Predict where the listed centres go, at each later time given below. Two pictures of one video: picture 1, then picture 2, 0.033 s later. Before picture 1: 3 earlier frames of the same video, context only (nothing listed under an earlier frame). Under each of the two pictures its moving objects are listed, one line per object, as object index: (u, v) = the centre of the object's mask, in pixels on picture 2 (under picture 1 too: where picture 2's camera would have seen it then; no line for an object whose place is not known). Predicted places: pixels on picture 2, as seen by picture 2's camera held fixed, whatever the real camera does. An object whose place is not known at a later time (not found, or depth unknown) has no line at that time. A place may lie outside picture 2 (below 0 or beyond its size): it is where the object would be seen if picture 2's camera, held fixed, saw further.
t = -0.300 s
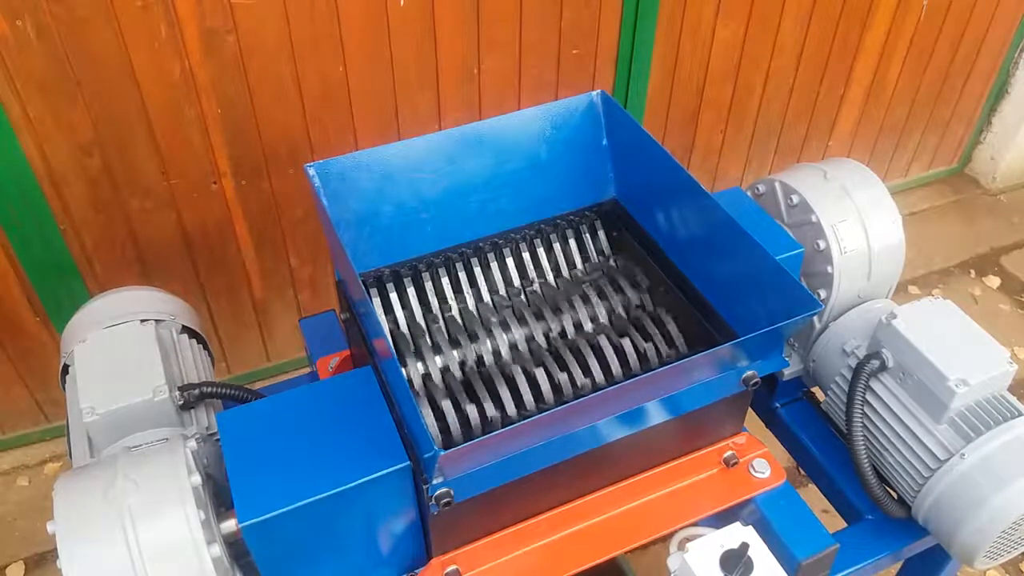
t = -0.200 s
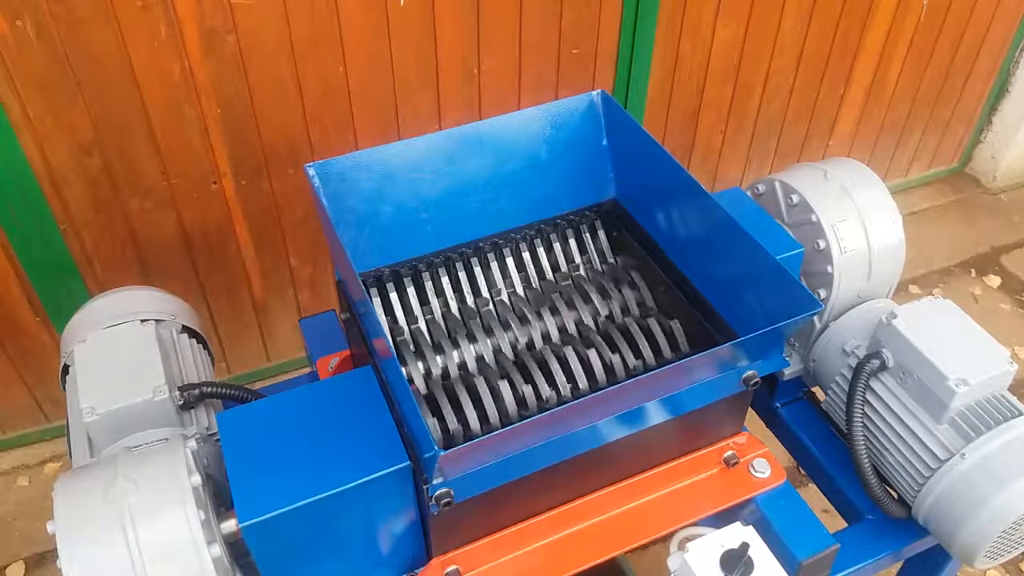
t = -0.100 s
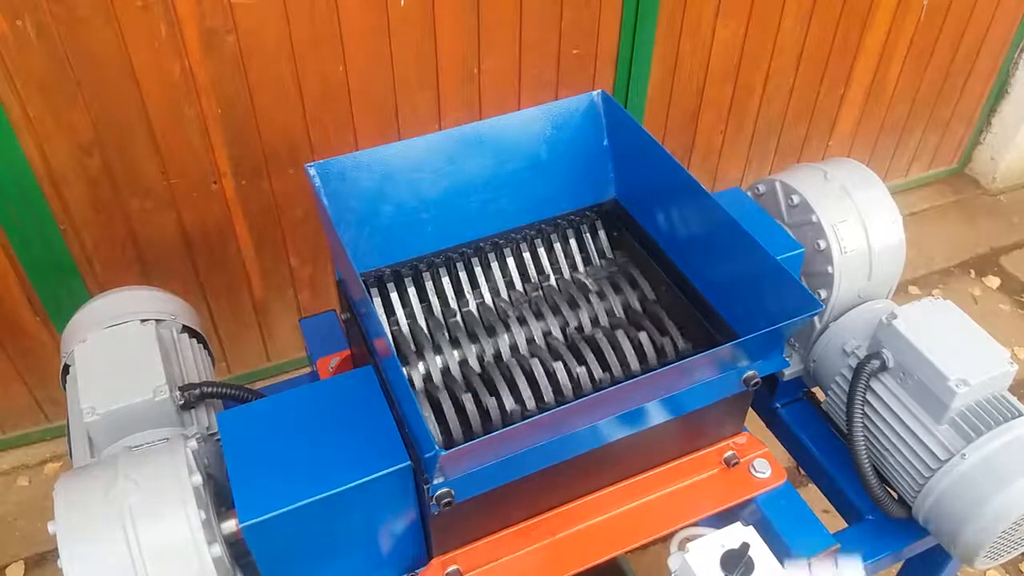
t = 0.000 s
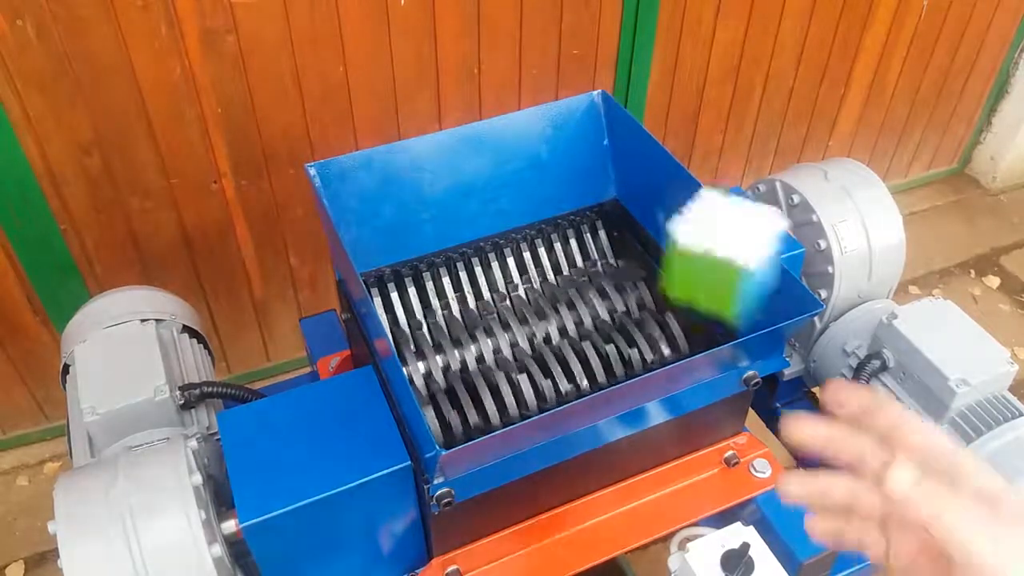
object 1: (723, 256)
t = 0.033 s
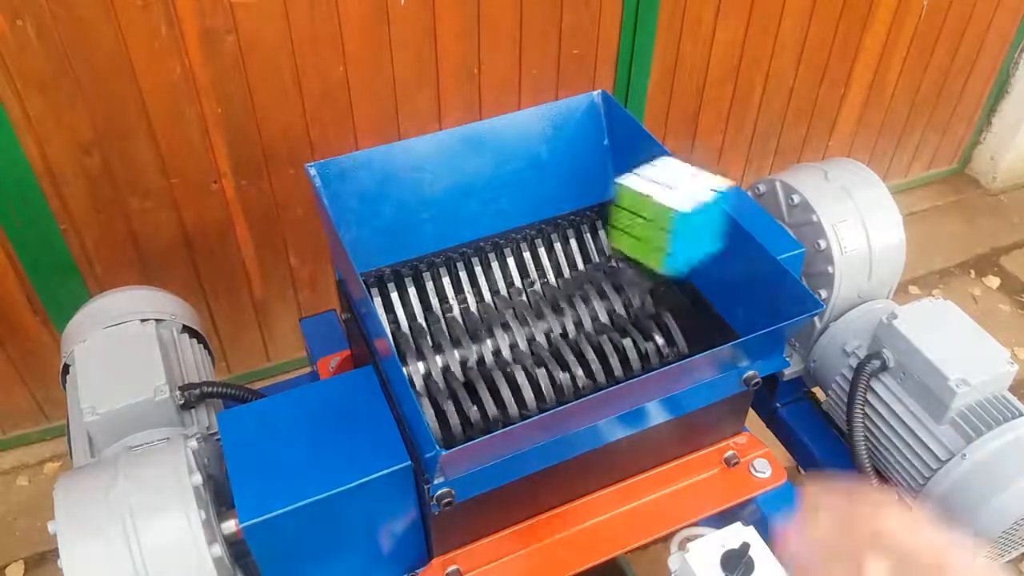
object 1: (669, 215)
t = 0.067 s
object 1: (616, 223)
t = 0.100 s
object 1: (568, 269)
